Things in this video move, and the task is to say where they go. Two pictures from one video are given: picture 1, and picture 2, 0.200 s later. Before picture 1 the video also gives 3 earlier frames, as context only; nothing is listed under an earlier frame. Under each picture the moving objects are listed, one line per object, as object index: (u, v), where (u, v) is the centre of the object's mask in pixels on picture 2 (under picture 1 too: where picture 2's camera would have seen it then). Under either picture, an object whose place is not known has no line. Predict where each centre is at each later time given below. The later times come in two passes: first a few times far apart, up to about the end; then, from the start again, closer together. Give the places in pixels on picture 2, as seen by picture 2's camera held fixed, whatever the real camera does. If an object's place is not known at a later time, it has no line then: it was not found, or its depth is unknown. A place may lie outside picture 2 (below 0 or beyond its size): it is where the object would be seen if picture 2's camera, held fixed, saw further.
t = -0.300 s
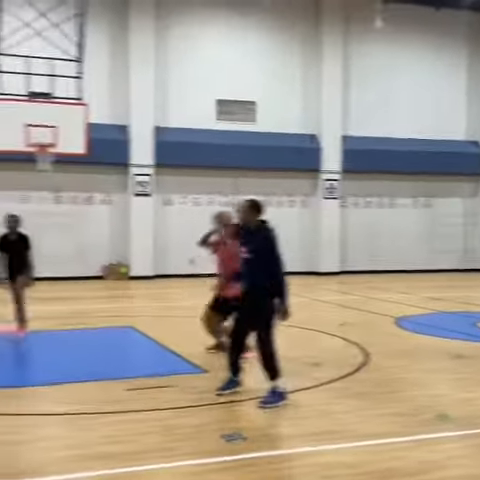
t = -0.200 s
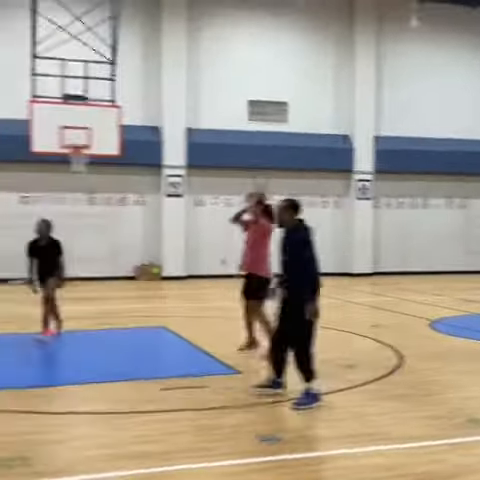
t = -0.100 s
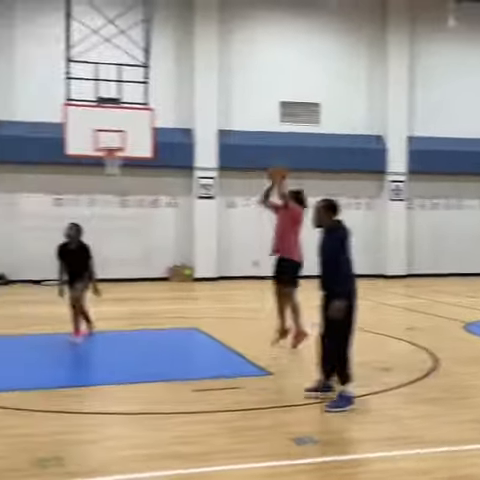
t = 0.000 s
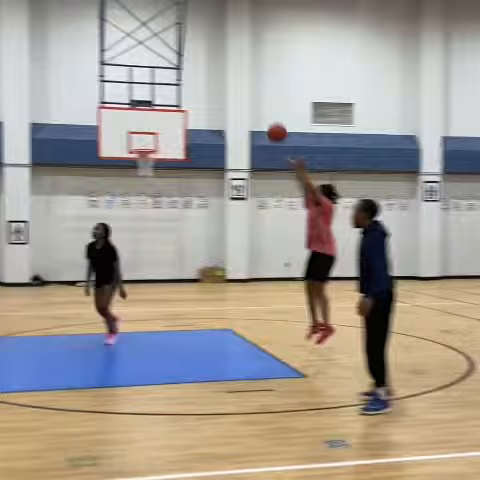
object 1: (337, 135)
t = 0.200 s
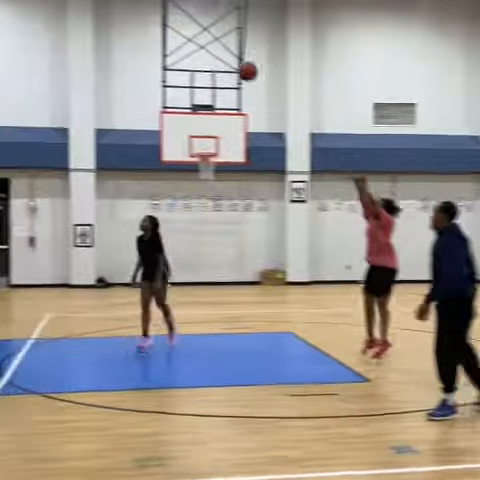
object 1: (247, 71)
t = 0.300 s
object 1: (204, 52)
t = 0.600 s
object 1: (78, 46)
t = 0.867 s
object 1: (-29, 105)
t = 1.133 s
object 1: (-46, 173)
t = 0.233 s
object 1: (233, 64)
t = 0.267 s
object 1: (218, 57)
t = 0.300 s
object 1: (204, 52)
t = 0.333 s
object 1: (190, 48)
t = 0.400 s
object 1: (161, 42)
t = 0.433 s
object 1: (146, 40)
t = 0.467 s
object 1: (133, 39)
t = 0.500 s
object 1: (119, 40)
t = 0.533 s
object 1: (105, 41)
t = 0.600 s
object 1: (78, 46)
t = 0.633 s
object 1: (64, 51)
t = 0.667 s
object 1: (51, 56)
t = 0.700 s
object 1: (38, 62)
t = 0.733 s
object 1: (24, 68)
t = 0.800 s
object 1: (-3, 84)
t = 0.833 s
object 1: (-16, 93)
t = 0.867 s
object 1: (-29, 105)
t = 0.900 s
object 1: (-36, 114)
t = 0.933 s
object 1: (-37, 120)
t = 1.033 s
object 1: (-43, 144)
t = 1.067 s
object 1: (-43, 155)
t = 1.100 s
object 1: (-46, 158)
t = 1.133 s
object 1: (-46, 173)
